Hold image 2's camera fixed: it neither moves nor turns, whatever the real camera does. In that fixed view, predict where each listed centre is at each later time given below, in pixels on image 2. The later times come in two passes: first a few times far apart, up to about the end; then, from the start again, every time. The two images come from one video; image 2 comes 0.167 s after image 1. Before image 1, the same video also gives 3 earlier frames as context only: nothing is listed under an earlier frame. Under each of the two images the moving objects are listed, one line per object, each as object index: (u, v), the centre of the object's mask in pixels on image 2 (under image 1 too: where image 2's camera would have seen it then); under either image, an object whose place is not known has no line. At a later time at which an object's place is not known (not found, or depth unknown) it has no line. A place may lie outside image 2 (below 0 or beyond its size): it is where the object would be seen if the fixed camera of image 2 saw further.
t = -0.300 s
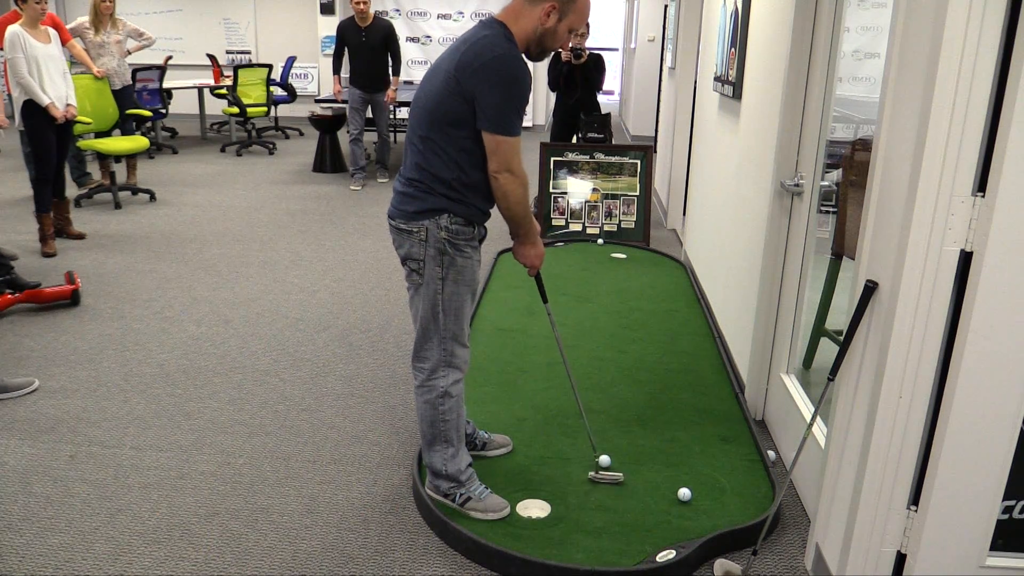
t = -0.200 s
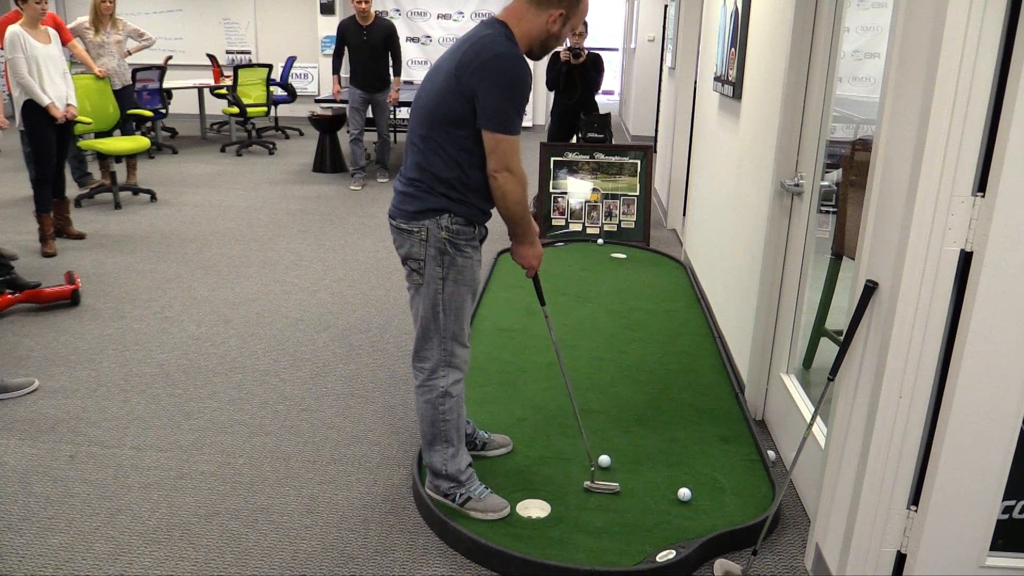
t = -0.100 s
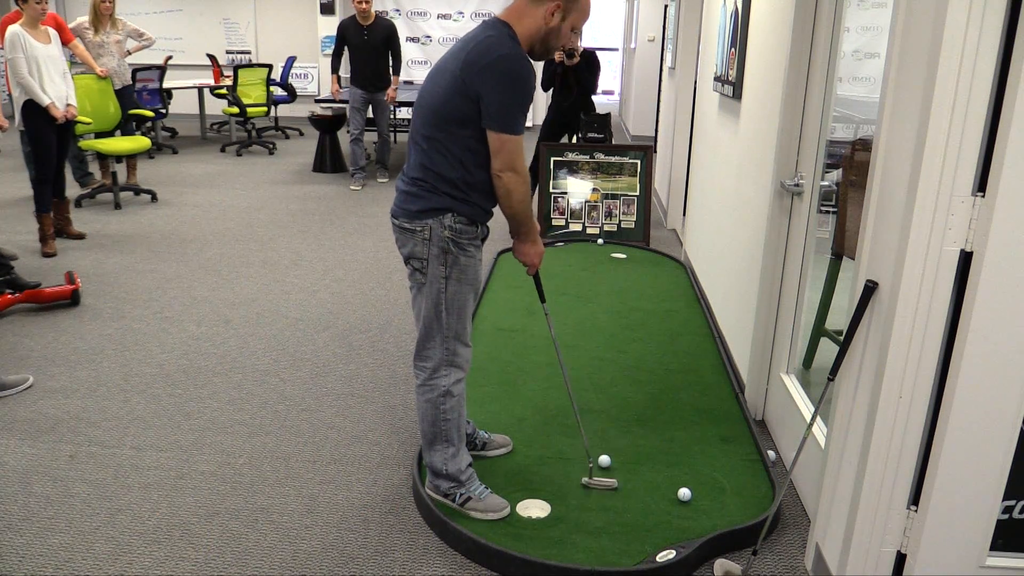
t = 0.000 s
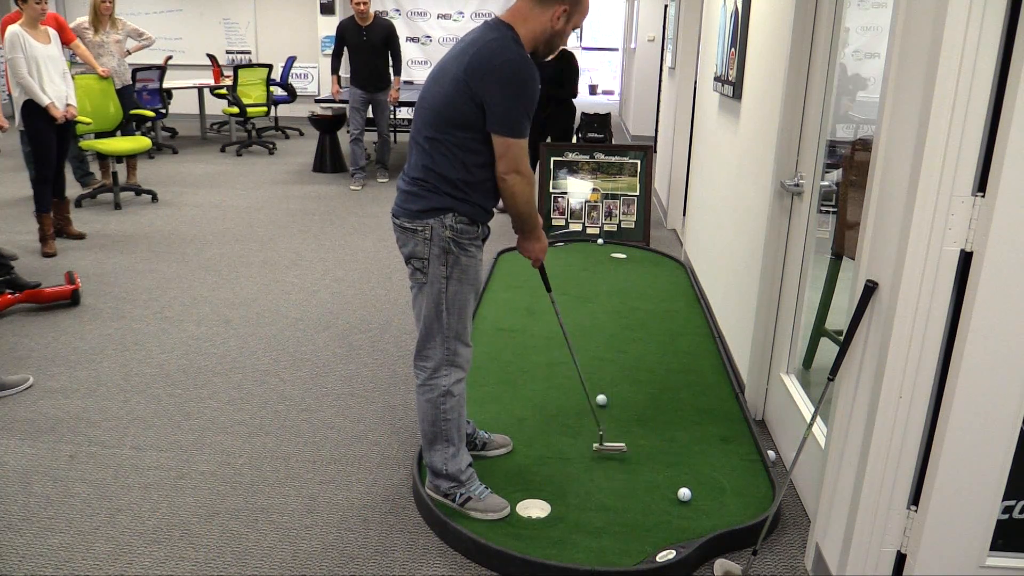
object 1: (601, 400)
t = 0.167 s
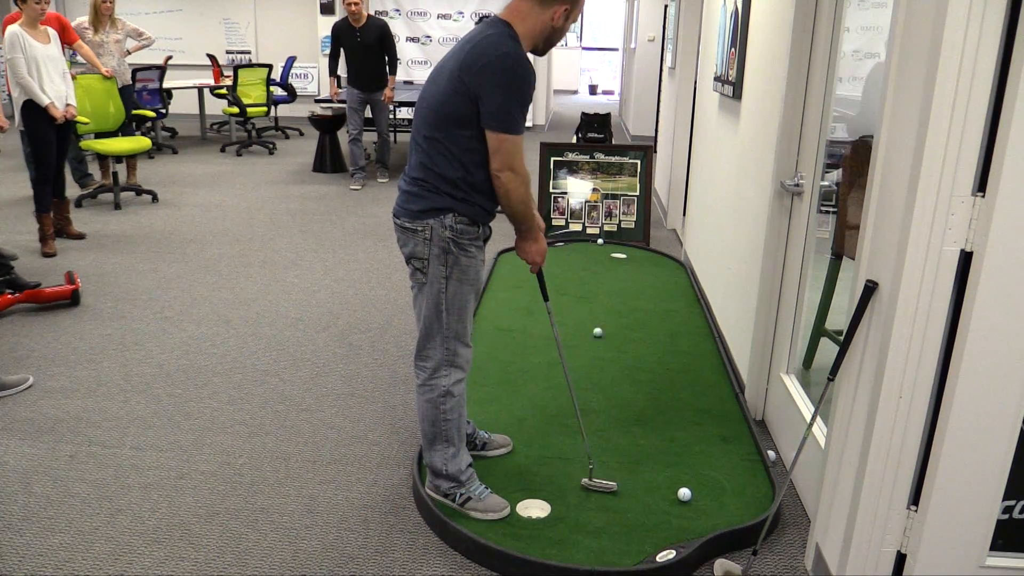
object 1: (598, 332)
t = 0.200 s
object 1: (598, 324)
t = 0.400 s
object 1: (603, 290)
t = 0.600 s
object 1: (601, 273)
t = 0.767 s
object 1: (596, 267)
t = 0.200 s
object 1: (598, 324)
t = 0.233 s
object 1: (599, 316)
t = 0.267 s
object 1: (600, 310)
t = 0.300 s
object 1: (601, 304)
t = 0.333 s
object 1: (602, 299)
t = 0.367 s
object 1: (603, 294)
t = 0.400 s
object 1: (603, 290)
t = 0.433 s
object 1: (603, 286)
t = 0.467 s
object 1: (603, 282)
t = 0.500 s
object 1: (603, 280)
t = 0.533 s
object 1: (602, 277)
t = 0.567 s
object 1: (602, 275)
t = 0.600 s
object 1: (601, 273)
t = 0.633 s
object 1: (599, 271)
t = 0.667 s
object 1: (598, 270)
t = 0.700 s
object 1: (597, 268)
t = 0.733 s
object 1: (596, 268)
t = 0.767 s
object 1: (596, 267)
